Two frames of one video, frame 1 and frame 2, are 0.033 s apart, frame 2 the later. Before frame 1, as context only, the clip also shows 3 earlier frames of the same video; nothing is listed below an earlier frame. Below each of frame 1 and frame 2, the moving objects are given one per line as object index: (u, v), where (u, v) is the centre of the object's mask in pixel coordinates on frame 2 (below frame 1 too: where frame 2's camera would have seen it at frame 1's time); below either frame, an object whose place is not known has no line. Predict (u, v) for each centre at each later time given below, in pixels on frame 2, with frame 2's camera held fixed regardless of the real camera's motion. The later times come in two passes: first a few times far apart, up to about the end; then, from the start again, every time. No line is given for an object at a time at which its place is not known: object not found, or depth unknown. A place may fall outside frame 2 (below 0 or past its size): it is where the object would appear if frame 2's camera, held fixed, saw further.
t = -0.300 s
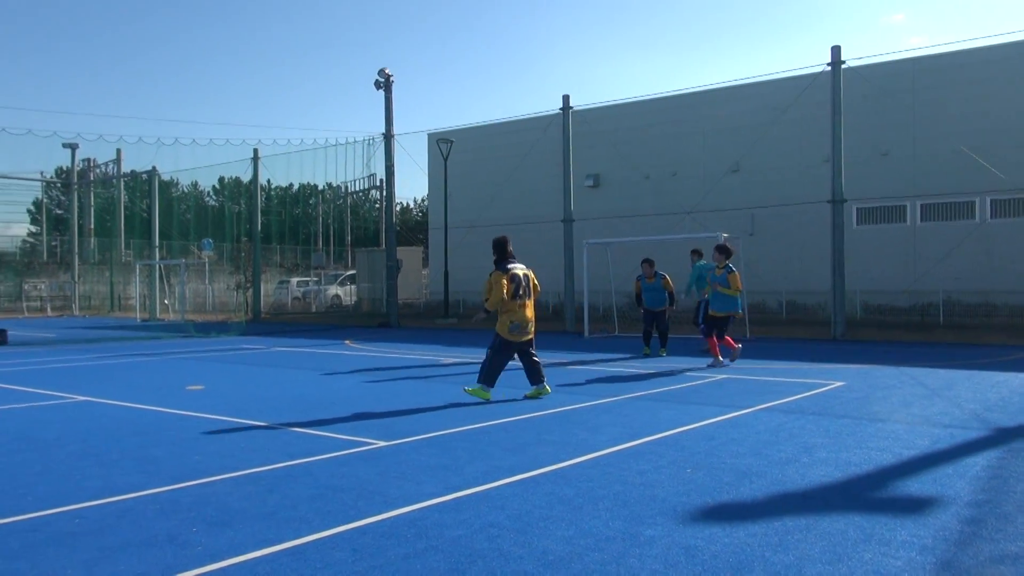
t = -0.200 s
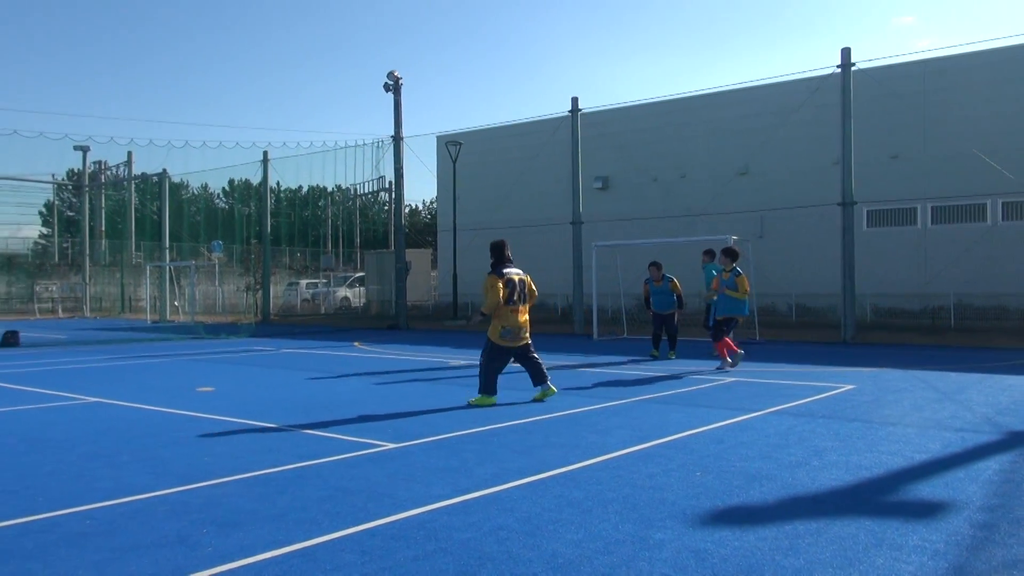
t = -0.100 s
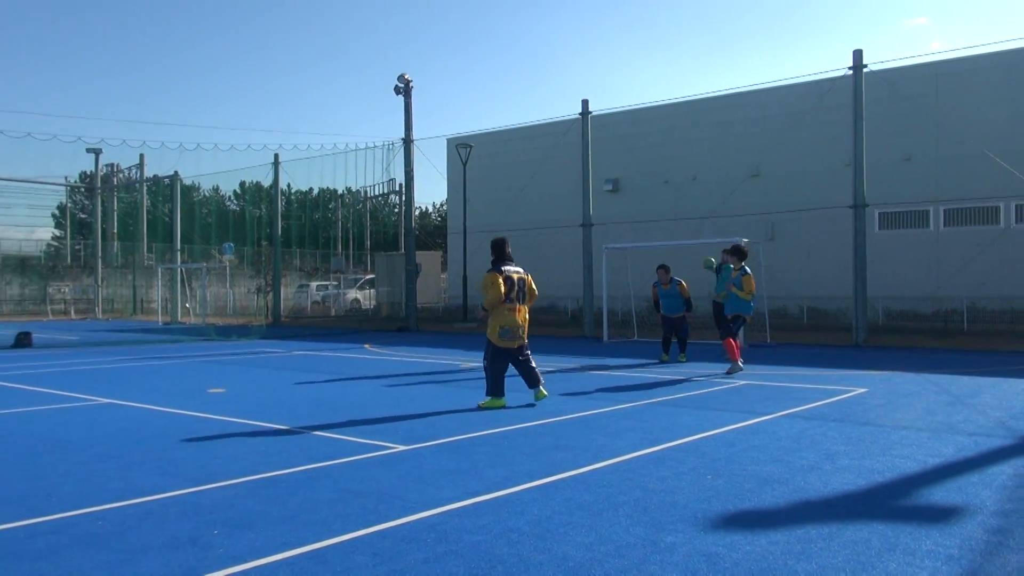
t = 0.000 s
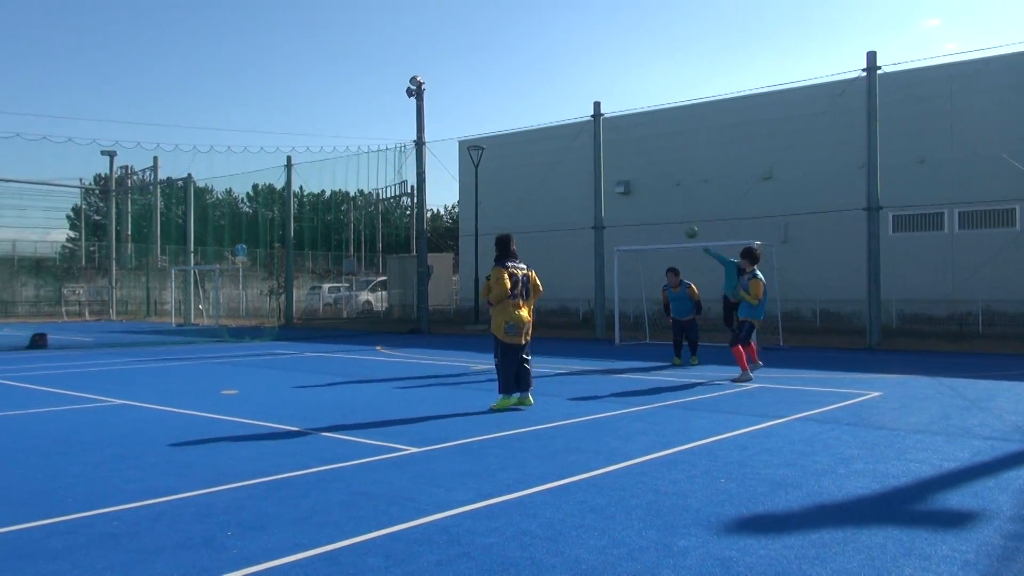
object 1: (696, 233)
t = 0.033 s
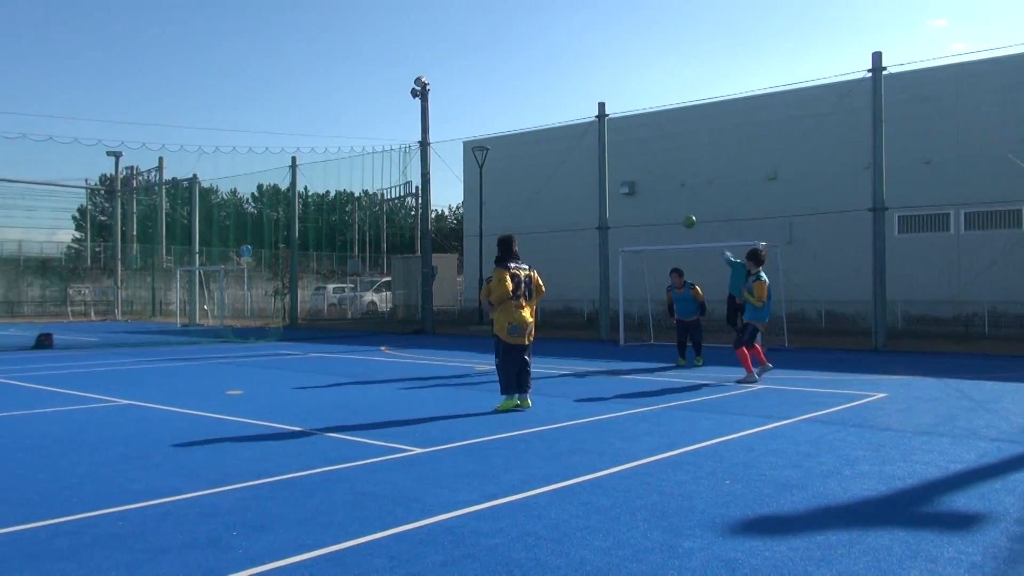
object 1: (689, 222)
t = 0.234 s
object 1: (629, 148)
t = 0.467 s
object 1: (490, 50)
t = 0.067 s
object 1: (681, 210)
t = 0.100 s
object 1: (672, 199)
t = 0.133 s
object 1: (663, 186)
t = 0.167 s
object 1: (652, 174)
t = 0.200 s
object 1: (641, 161)
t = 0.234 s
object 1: (629, 148)
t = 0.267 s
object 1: (615, 136)
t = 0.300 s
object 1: (600, 122)
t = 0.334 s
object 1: (582, 109)
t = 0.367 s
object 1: (563, 95)
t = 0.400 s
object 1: (541, 80)
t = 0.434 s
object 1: (517, 65)
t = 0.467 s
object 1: (490, 50)
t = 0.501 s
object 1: (459, 35)
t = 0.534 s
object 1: (425, 18)
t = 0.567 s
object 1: (388, 1)
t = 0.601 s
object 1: (342, -17)
